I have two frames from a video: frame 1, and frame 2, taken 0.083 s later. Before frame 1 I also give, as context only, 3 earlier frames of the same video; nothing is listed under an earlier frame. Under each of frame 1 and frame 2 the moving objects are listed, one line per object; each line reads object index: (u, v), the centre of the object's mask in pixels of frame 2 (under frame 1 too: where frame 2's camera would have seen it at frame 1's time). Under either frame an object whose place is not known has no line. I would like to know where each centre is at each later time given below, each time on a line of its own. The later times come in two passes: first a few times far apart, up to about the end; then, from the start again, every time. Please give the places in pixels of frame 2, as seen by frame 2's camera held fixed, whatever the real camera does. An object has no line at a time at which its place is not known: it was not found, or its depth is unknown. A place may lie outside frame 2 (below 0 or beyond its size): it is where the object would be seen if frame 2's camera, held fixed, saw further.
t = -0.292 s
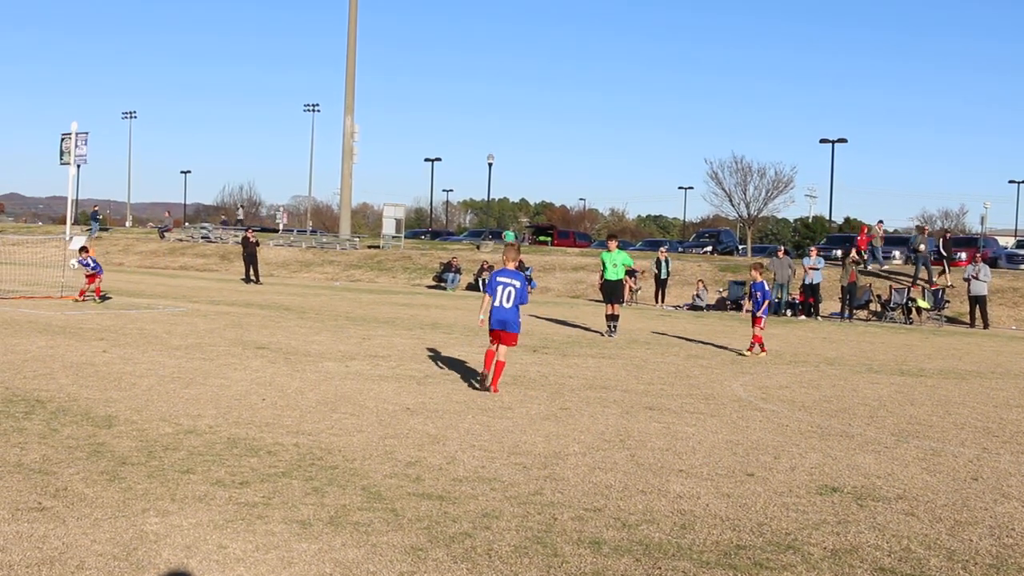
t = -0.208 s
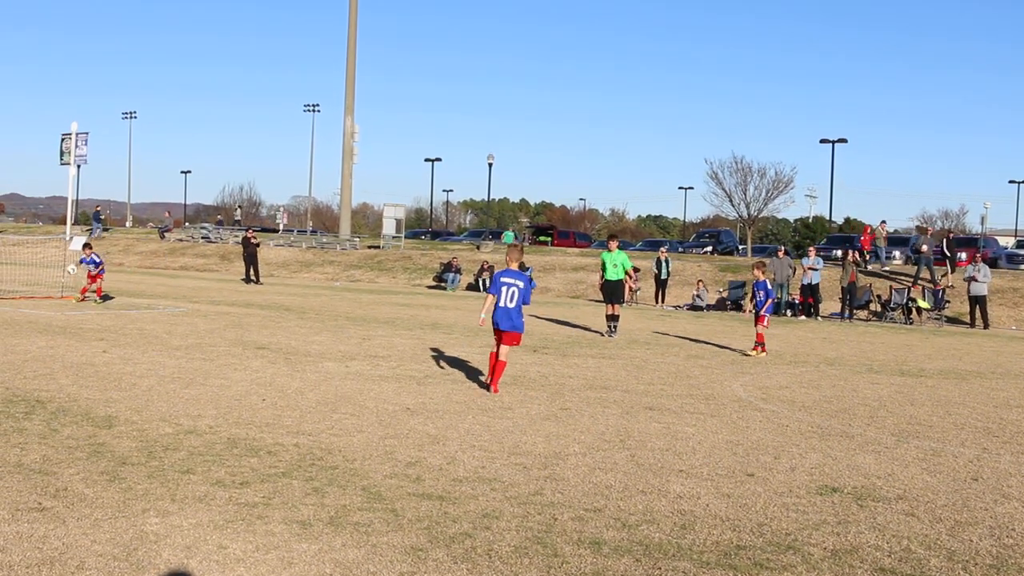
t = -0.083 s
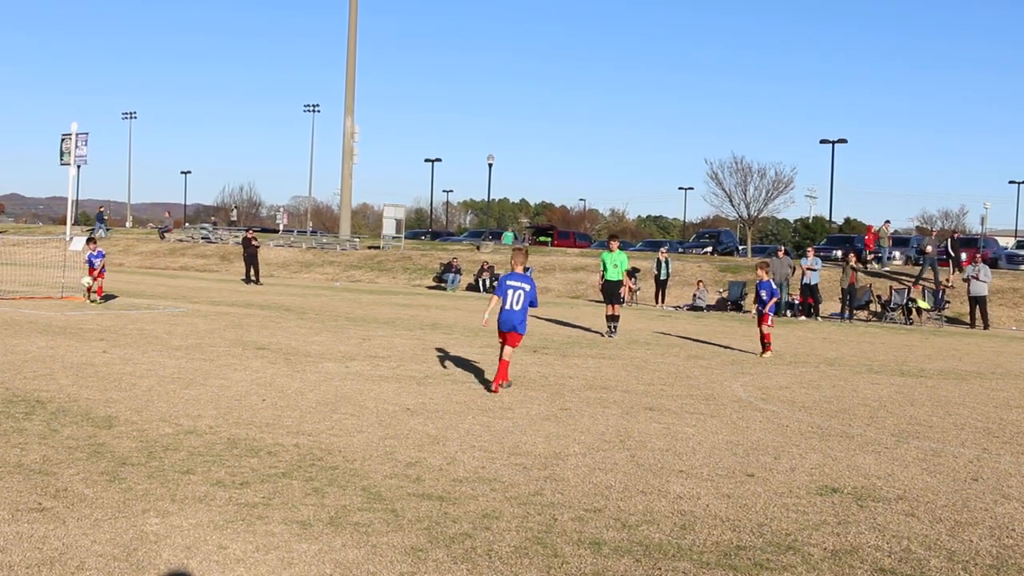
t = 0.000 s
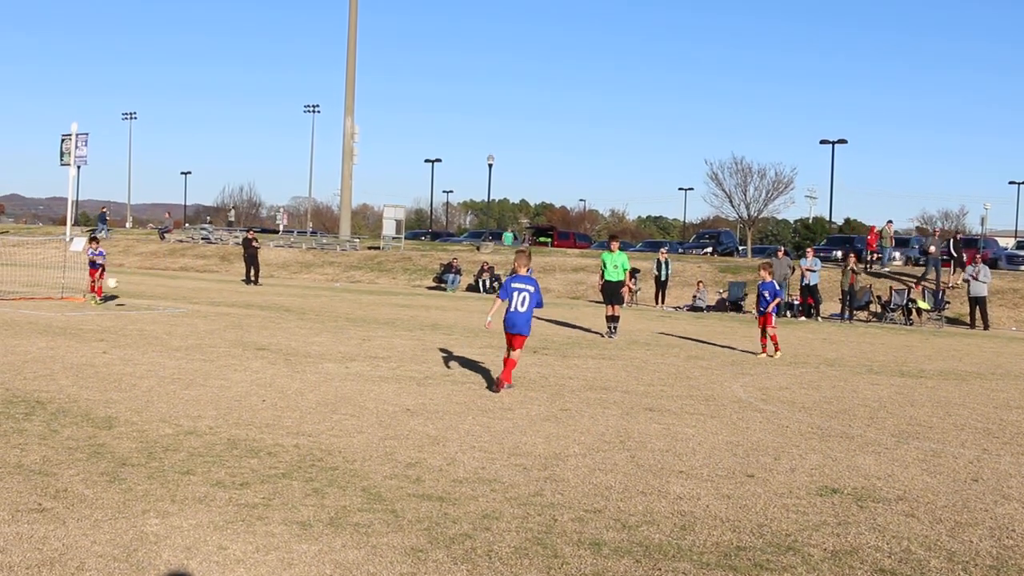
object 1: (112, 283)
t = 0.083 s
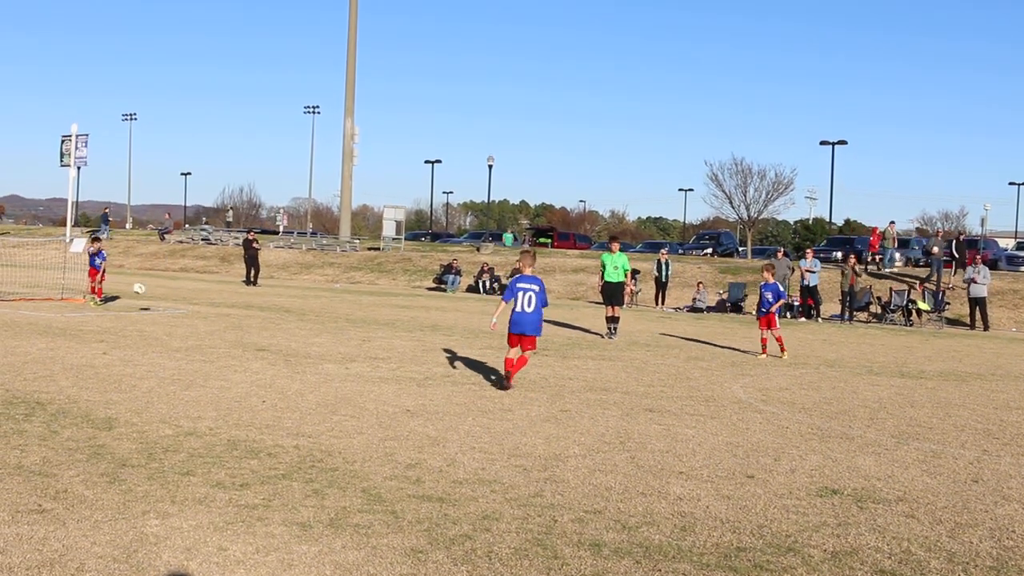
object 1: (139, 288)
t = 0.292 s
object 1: (209, 317)
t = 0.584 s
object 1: (295, 309)
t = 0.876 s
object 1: (386, 328)
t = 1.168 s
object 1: (484, 350)
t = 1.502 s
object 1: (607, 357)
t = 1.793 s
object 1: (729, 373)
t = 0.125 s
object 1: (153, 292)
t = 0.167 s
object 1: (166, 297)
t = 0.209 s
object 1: (180, 303)
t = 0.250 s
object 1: (195, 312)
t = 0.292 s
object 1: (209, 317)
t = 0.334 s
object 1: (221, 313)
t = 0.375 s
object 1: (233, 310)
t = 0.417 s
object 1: (244, 307)
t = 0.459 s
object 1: (257, 306)
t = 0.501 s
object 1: (269, 306)
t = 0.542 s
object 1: (281, 307)
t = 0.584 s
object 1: (295, 309)
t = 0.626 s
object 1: (306, 313)
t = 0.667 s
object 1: (320, 317)
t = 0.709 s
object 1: (333, 324)
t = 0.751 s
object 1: (347, 331)
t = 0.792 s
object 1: (361, 333)
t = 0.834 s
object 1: (373, 330)
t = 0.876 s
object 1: (386, 328)
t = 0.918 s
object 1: (400, 327)
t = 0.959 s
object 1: (414, 328)
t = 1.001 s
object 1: (428, 330)
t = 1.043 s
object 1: (442, 333)
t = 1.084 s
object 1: (456, 337)
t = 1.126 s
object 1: (470, 344)
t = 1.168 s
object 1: (484, 350)
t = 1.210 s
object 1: (499, 348)
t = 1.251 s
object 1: (514, 344)
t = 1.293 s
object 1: (529, 343)
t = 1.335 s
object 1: (544, 344)
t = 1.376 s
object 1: (559, 344)
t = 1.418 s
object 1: (574, 348)
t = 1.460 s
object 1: (590, 352)
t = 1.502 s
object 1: (607, 357)
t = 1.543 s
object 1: (623, 363)
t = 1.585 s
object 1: (640, 363)
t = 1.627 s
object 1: (657, 364)
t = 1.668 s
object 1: (675, 368)
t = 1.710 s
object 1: (691, 370)
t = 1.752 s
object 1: (711, 371)
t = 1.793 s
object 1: (729, 373)
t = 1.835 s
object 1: (746, 376)
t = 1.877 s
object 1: (765, 377)
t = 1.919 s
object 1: (784, 379)
